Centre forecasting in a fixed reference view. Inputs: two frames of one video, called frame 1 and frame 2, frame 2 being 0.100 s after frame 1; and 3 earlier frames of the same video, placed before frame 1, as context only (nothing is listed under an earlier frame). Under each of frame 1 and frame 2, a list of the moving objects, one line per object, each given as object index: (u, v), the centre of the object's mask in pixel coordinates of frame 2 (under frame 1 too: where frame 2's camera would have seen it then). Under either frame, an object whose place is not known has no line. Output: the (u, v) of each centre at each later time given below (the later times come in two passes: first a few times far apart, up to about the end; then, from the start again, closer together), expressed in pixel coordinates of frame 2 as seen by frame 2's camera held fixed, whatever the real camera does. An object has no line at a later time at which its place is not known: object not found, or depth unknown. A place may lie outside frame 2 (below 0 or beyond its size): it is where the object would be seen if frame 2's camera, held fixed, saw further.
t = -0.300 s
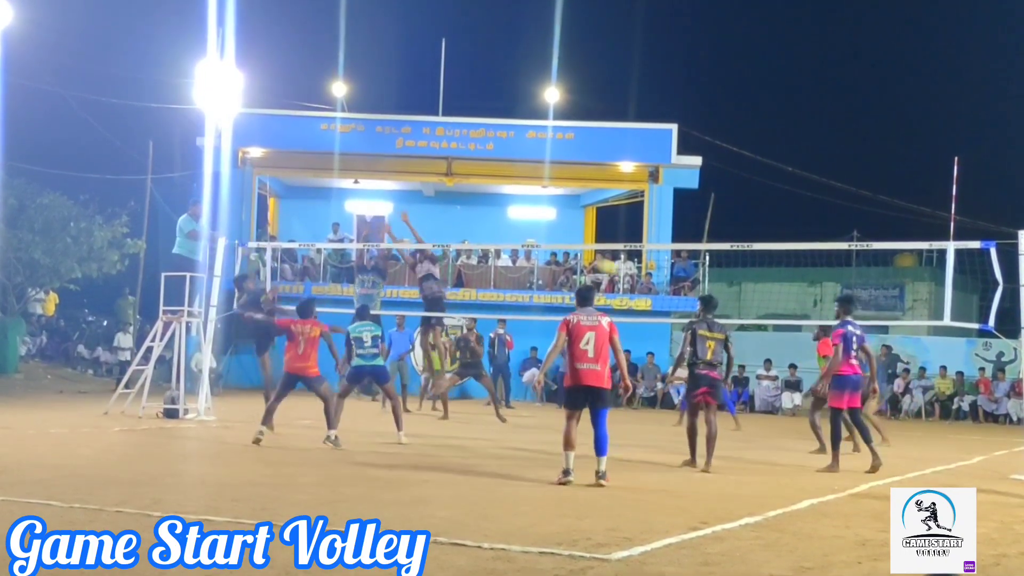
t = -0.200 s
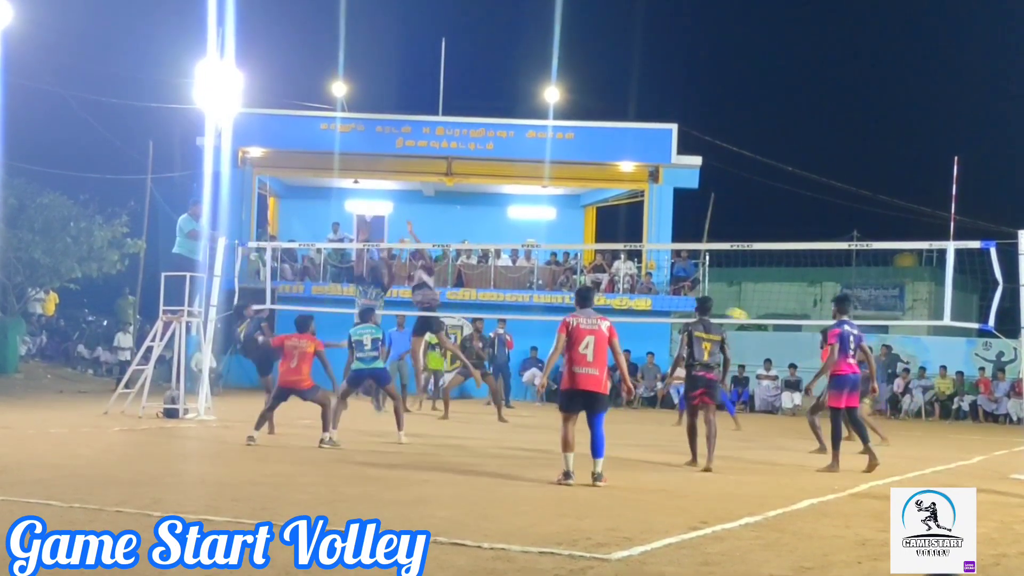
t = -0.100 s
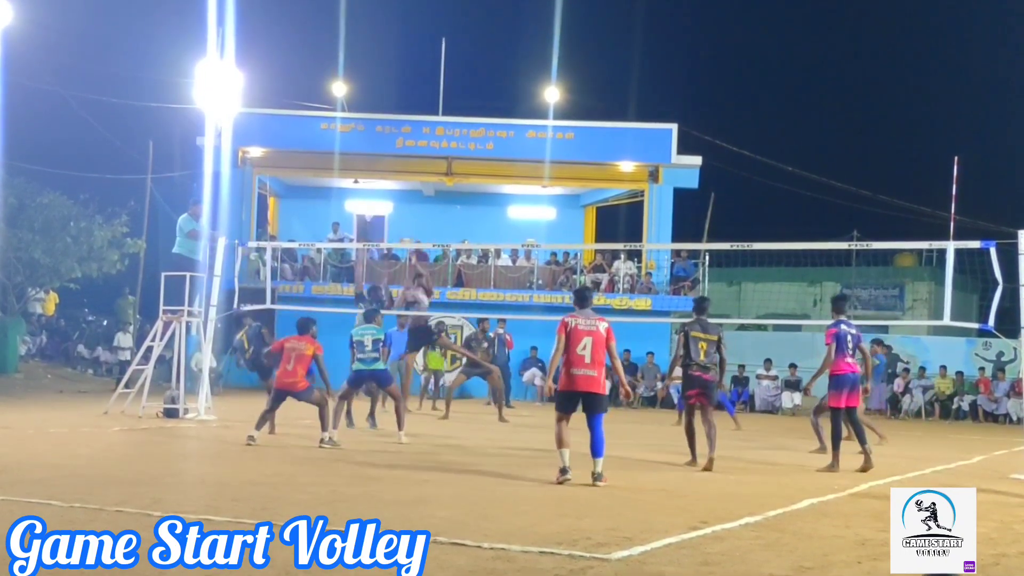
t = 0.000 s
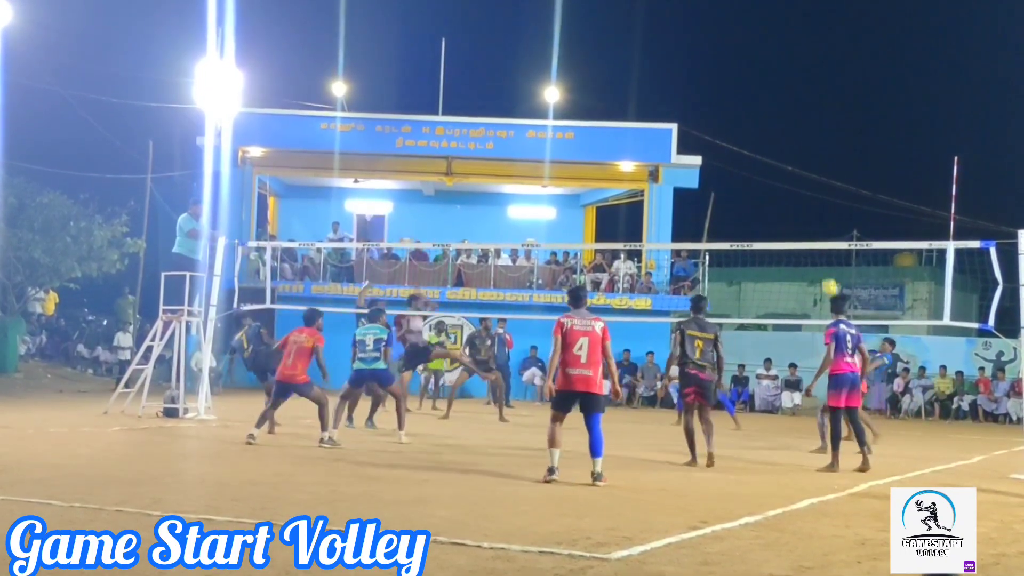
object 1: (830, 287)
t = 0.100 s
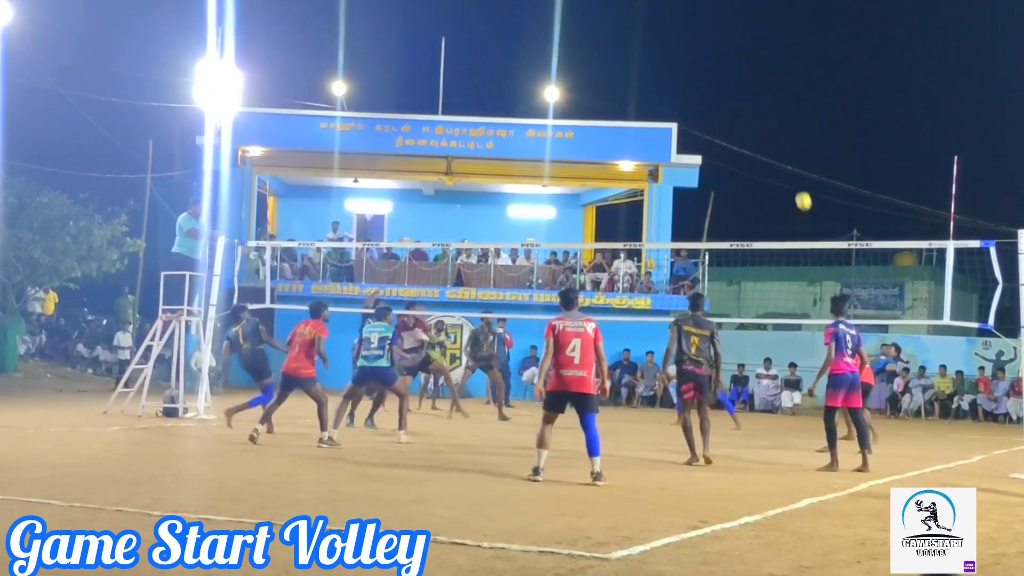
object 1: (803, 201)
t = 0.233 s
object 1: (776, 118)
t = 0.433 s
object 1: (740, 21)
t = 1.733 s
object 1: (541, 36)
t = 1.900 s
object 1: (515, 100)
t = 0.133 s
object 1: (797, 179)
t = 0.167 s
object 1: (789, 158)
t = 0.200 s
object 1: (783, 137)
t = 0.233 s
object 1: (776, 118)
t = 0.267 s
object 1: (770, 100)
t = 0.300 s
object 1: (764, 82)
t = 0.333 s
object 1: (757, 65)
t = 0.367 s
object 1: (752, 50)
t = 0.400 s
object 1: (746, 36)
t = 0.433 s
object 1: (740, 21)
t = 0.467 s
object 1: (735, 8)
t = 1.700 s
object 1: (546, 24)
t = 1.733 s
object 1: (541, 36)
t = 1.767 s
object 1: (536, 48)
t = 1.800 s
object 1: (531, 60)
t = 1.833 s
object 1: (526, 73)
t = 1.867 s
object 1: (521, 86)
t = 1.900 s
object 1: (515, 100)
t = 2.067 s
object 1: (489, 172)
